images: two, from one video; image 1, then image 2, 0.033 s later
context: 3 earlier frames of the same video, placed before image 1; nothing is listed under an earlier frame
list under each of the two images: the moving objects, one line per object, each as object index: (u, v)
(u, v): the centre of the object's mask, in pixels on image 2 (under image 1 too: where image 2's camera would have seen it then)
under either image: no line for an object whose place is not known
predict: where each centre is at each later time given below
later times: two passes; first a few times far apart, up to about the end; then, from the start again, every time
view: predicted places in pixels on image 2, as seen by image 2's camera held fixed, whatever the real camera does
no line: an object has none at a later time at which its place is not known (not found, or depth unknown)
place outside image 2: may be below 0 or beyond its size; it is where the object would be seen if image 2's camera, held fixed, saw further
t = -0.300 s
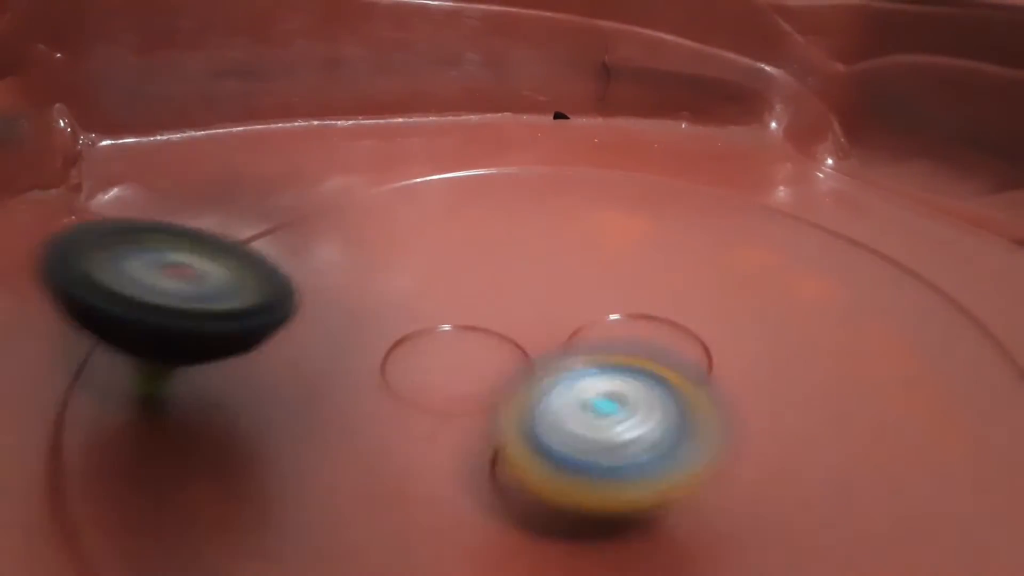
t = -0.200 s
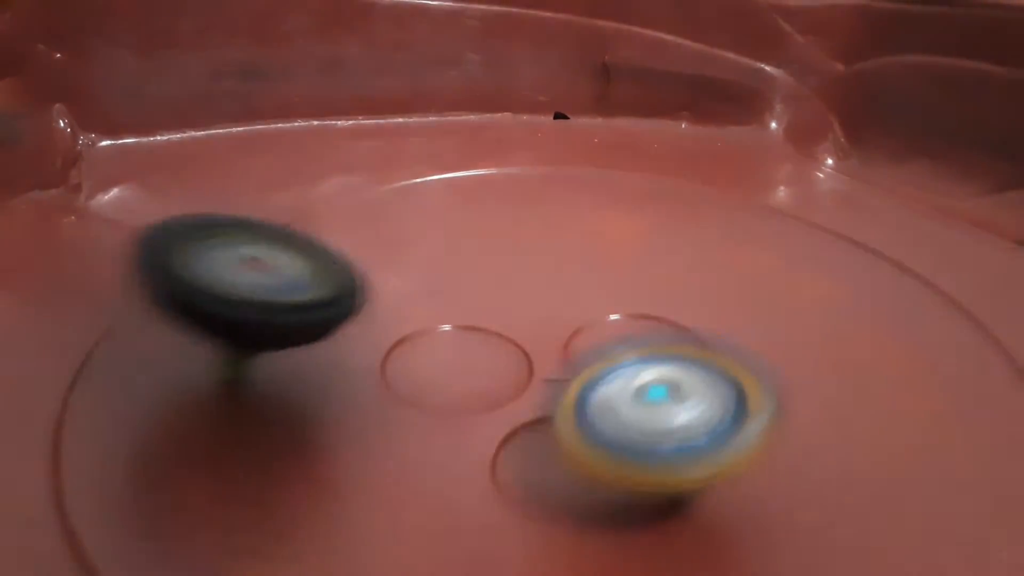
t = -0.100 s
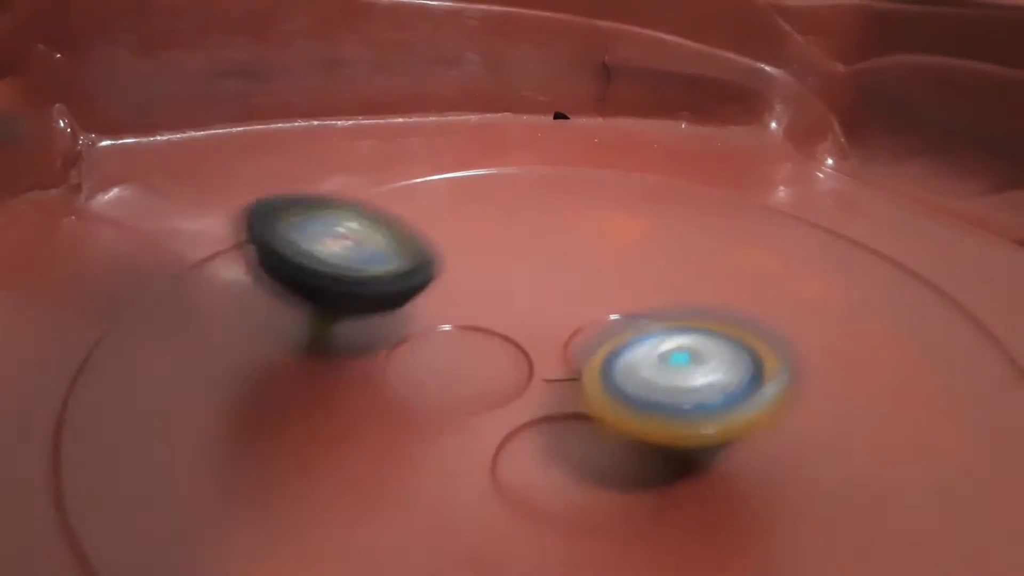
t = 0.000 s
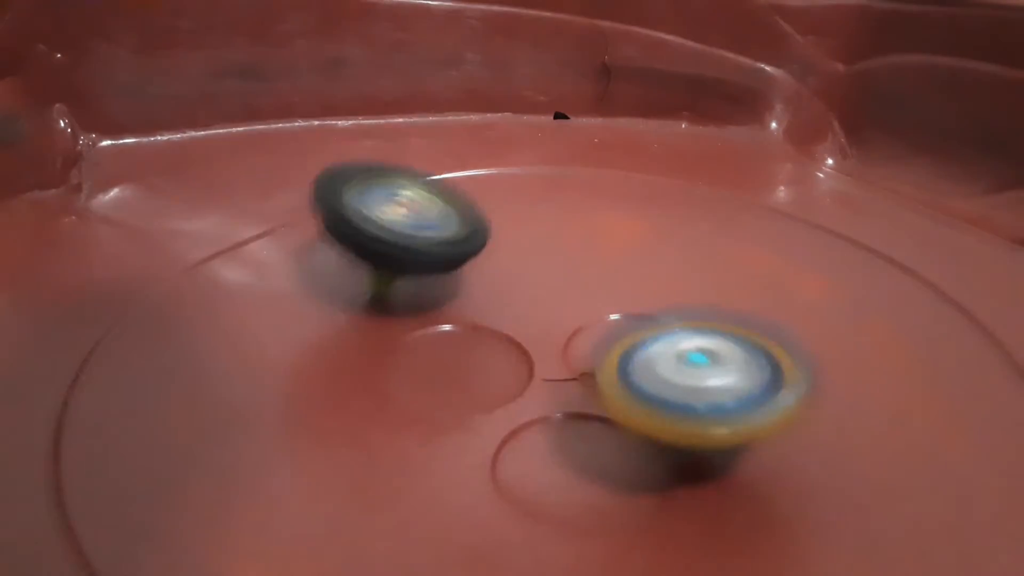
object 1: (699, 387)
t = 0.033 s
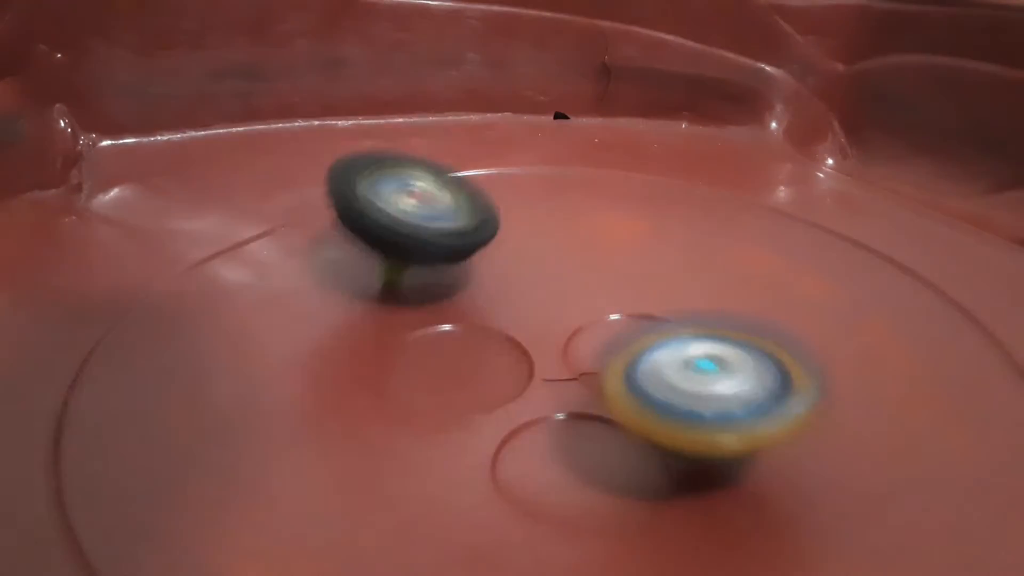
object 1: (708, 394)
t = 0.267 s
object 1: (741, 409)
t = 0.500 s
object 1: (635, 397)
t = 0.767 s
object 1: (523, 440)
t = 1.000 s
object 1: (623, 391)
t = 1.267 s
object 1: (611, 449)
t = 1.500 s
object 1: (480, 394)
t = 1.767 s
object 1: (495, 359)
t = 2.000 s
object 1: (413, 284)
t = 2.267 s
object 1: (505, 338)
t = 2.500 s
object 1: (399, 337)
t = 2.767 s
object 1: (447, 339)
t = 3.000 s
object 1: (445, 338)
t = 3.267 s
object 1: (441, 334)
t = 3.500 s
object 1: (433, 315)
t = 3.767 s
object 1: (450, 308)
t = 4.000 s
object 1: (451, 322)
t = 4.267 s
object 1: (447, 313)
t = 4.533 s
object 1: (455, 337)
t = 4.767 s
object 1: (446, 312)
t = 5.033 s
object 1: (439, 325)
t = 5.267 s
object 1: (452, 312)
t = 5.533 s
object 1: (428, 330)
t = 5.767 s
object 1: (410, 319)
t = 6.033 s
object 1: (467, 323)
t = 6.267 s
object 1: (442, 298)
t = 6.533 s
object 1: (458, 319)
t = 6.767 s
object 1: (445, 294)
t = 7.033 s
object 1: (460, 304)
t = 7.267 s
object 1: (464, 297)
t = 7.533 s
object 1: (431, 322)
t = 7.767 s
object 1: (430, 308)
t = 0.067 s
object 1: (718, 401)
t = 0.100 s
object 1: (726, 407)
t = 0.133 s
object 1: (733, 411)
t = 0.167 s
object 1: (738, 412)
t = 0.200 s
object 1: (741, 413)
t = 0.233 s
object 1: (742, 412)
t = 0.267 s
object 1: (741, 409)
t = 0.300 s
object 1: (737, 406)
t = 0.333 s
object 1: (730, 400)
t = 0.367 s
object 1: (718, 395)
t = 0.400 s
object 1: (704, 391)
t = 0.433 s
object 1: (687, 386)
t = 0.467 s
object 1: (673, 385)
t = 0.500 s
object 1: (635, 397)
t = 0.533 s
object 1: (607, 390)
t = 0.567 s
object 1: (578, 385)
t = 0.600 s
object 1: (538, 389)
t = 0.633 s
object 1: (509, 395)
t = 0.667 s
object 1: (500, 404)
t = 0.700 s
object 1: (508, 419)
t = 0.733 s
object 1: (515, 433)
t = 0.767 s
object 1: (523, 440)
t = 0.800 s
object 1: (544, 449)
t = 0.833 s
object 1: (555, 449)
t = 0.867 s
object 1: (582, 445)
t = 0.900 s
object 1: (606, 441)
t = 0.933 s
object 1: (637, 422)
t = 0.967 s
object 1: (641, 399)
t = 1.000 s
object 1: (623, 391)
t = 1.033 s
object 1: (608, 371)
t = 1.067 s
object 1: (581, 366)
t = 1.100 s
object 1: (547, 375)
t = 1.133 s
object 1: (521, 393)
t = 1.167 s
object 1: (526, 422)
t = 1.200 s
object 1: (550, 441)
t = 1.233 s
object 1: (585, 450)
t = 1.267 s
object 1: (611, 449)
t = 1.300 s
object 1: (646, 429)
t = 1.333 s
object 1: (661, 400)
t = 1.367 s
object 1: (662, 382)
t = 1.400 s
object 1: (616, 376)
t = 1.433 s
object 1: (567, 375)
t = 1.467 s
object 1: (519, 381)
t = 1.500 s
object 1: (480, 394)
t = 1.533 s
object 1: (456, 398)
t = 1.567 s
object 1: (443, 400)
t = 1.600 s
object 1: (442, 397)
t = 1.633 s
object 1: (451, 393)
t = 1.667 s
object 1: (466, 385)
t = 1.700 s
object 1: (480, 379)
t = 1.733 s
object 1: (488, 369)
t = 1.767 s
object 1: (495, 359)
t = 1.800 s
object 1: (502, 347)
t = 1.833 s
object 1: (519, 334)
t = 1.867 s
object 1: (519, 320)
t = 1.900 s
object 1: (508, 301)
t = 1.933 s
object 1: (481, 291)
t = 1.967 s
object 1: (443, 284)
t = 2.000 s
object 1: (413, 284)
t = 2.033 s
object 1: (396, 287)
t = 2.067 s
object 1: (388, 296)
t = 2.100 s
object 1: (388, 311)
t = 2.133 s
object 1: (405, 332)
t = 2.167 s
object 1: (428, 347)
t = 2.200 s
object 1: (459, 353)
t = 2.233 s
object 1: (482, 348)
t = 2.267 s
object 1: (505, 338)
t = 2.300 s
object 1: (517, 316)
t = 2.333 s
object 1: (501, 298)
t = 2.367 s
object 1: (470, 295)
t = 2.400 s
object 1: (431, 294)
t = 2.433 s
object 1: (404, 303)
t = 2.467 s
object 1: (393, 319)
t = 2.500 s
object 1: (399, 337)
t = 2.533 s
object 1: (424, 353)
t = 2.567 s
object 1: (429, 349)
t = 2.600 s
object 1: (434, 343)
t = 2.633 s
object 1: (441, 336)
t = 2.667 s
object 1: (446, 334)
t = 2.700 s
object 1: (447, 334)
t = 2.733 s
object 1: (447, 337)
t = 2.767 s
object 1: (447, 339)
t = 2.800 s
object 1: (453, 341)
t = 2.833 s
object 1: (453, 342)
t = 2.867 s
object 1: (452, 342)
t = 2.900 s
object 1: (451, 342)
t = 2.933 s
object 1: (449, 342)
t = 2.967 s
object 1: (445, 339)
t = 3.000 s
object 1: (445, 338)
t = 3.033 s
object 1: (443, 336)
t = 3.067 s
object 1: (439, 334)
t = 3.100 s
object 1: (438, 334)
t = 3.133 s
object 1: (436, 334)
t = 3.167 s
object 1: (437, 335)
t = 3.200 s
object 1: (437, 335)
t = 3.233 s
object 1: (439, 335)
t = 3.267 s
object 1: (441, 334)
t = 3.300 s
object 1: (440, 332)
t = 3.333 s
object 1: (441, 330)
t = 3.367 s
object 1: (441, 325)
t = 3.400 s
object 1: (439, 320)
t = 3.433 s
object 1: (437, 317)
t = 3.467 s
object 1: (435, 315)
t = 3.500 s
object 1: (433, 315)
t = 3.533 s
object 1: (432, 316)
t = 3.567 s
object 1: (434, 319)
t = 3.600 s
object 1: (437, 321)
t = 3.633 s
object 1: (444, 322)
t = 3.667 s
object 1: (450, 319)
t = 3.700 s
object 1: (454, 315)
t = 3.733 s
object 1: (453, 310)
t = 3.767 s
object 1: (450, 308)
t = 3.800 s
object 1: (446, 307)
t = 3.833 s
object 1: (439, 308)
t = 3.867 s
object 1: (437, 312)
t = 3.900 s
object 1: (438, 317)
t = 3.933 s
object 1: (443, 322)
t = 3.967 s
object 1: (448, 322)
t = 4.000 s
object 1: (451, 322)
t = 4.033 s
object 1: (455, 322)
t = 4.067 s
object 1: (458, 321)
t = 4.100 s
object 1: (459, 319)
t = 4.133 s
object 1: (459, 316)
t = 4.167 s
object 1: (459, 314)
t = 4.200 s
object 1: (456, 311)
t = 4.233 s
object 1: (453, 312)
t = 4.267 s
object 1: (447, 313)
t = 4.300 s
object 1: (439, 313)
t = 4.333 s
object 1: (435, 317)
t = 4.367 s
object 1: (433, 322)
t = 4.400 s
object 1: (435, 329)
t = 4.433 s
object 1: (441, 334)
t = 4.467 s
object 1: (444, 336)
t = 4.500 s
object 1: (448, 337)
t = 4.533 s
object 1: (455, 337)
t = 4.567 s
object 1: (458, 334)
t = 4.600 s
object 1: (455, 330)
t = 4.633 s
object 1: (455, 327)
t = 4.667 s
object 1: (455, 323)
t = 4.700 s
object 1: (454, 321)
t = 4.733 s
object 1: (453, 318)
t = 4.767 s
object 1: (446, 312)
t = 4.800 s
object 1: (438, 311)
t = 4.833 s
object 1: (432, 313)
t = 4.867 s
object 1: (427, 318)
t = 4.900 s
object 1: (427, 325)
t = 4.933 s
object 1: (434, 332)
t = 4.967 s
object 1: (442, 334)
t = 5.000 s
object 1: (443, 332)
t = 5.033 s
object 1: (439, 325)
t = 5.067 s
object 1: (438, 322)
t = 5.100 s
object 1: (441, 319)
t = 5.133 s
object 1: (443, 318)
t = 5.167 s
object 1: (446, 317)
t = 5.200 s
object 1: (448, 316)
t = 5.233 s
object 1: (450, 313)
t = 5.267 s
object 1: (452, 312)
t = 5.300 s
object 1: (453, 311)
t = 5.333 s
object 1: (454, 311)
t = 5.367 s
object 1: (446, 309)
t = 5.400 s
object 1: (435, 308)
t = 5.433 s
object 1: (426, 312)
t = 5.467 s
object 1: (422, 317)
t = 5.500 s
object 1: (423, 324)
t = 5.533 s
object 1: (428, 330)
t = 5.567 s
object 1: (438, 337)
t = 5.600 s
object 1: (448, 339)
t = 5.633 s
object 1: (454, 337)
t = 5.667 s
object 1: (435, 327)
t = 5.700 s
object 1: (421, 319)
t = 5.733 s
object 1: (415, 317)
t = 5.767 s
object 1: (410, 319)
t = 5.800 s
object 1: (410, 323)
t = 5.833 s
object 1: (411, 327)
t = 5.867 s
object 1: (420, 331)
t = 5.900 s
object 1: (433, 336)
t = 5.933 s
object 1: (443, 334)
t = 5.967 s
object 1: (453, 331)
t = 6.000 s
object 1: (461, 326)
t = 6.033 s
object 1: (467, 323)
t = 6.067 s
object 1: (475, 317)
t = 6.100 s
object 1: (479, 312)
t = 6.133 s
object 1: (479, 306)
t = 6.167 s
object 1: (473, 301)
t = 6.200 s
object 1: (467, 299)
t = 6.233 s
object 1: (453, 297)
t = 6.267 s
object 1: (442, 298)
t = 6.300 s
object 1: (436, 300)
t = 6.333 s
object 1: (434, 299)
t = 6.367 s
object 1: (435, 303)
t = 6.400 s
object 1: (435, 310)
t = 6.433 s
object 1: (440, 315)
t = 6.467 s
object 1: (446, 318)
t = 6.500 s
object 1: (452, 318)
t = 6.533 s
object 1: (458, 319)
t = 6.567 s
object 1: (467, 316)
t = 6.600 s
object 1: (470, 310)
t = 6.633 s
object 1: (470, 305)
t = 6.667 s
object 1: (469, 301)
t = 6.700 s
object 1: (462, 295)
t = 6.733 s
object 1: (451, 293)
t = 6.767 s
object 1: (445, 294)
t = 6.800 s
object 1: (438, 296)
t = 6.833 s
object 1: (434, 296)
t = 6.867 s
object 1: (434, 297)
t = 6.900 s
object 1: (440, 296)
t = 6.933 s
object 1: (441, 300)
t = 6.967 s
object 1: (447, 302)
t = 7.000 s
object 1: (453, 304)
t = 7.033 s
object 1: (460, 304)
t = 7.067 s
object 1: (465, 303)
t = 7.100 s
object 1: (469, 303)
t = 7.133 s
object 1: (468, 303)
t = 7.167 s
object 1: (470, 304)
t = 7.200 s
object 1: (466, 302)
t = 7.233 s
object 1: (463, 302)
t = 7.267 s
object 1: (464, 297)
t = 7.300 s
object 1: (460, 297)
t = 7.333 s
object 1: (454, 299)
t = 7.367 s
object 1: (445, 300)
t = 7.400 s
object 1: (439, 304)
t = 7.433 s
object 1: (435, 309)
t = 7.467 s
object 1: (430, 314)
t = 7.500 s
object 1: (432, 317)
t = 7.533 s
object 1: (431, 322)
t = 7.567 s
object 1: (429, 326)
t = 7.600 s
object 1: (428, 328)
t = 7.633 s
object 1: (428, 322)
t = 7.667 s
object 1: (431, 313)
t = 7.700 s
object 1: (433, 310)
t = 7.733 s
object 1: (434, 309)
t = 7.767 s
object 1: (430, 308)
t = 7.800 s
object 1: (429, 308)
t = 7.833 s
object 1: (431, 309)
